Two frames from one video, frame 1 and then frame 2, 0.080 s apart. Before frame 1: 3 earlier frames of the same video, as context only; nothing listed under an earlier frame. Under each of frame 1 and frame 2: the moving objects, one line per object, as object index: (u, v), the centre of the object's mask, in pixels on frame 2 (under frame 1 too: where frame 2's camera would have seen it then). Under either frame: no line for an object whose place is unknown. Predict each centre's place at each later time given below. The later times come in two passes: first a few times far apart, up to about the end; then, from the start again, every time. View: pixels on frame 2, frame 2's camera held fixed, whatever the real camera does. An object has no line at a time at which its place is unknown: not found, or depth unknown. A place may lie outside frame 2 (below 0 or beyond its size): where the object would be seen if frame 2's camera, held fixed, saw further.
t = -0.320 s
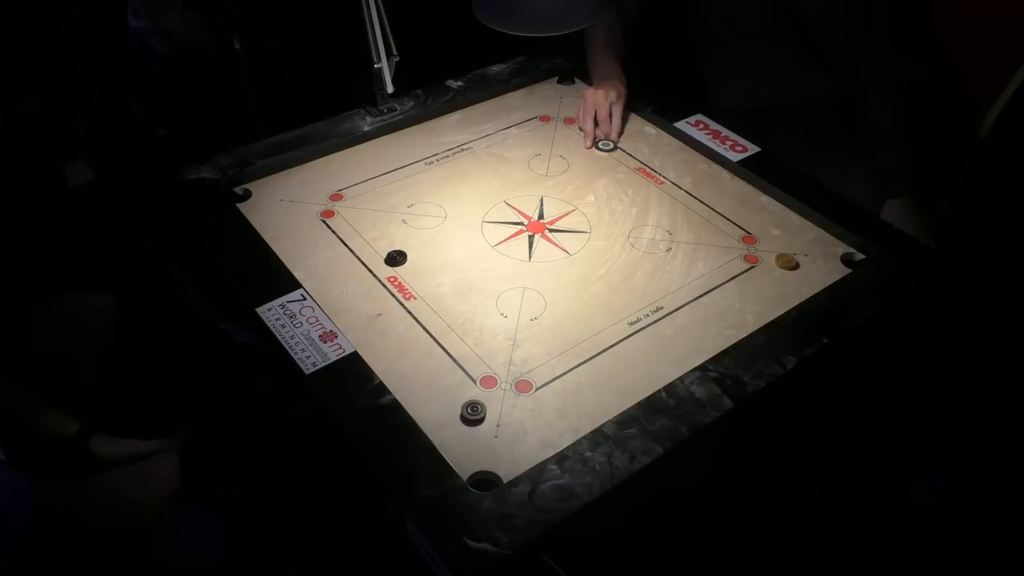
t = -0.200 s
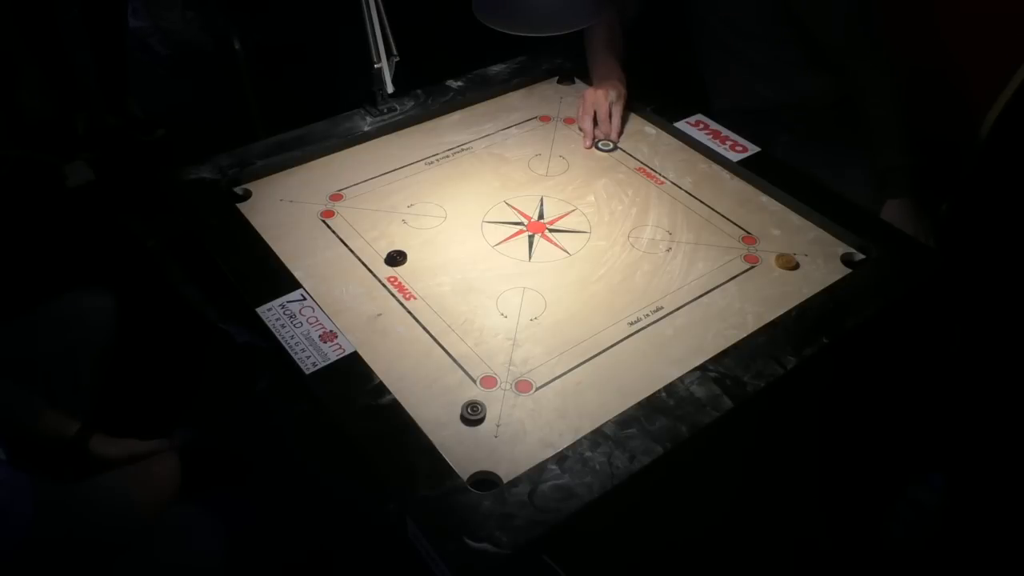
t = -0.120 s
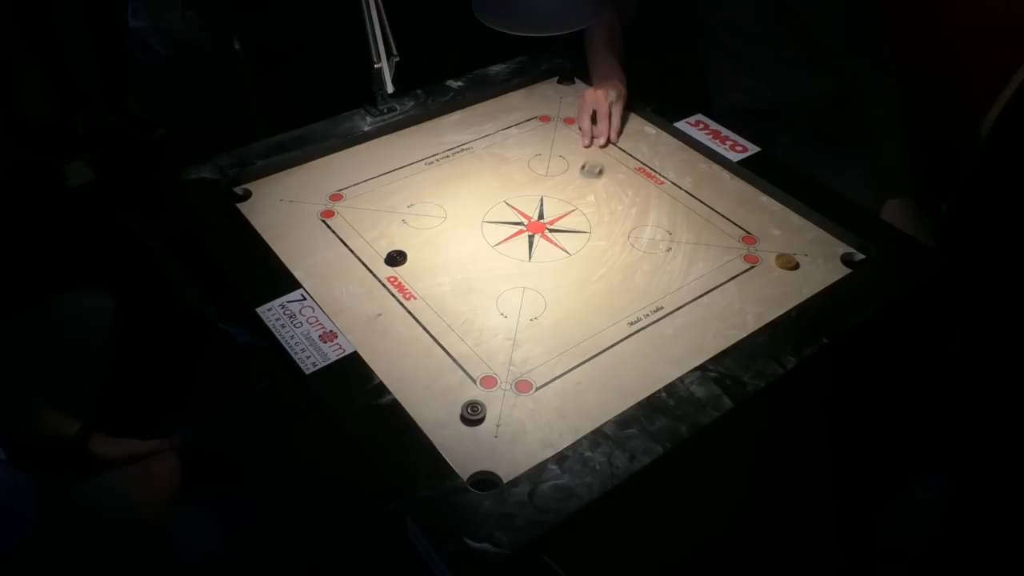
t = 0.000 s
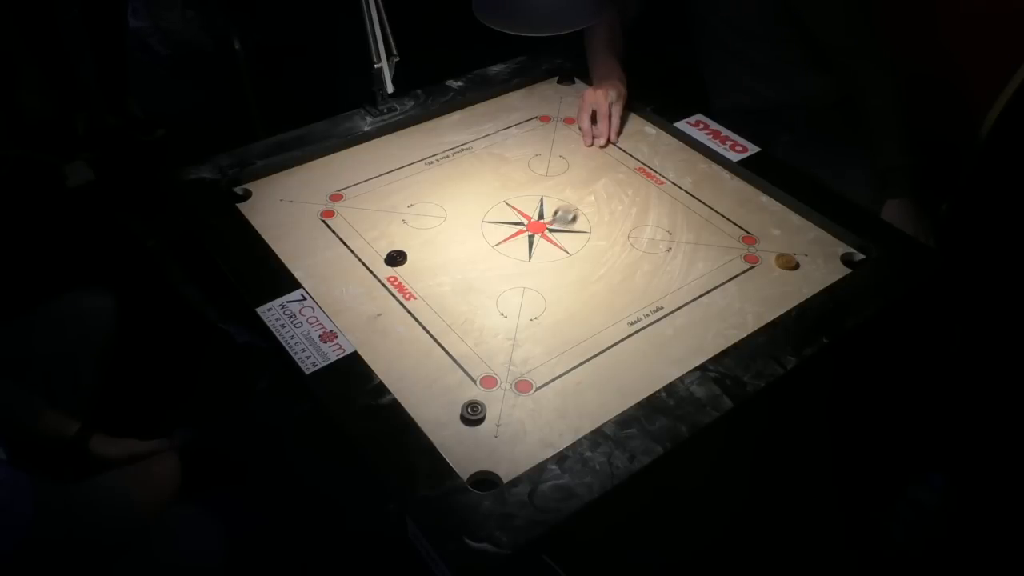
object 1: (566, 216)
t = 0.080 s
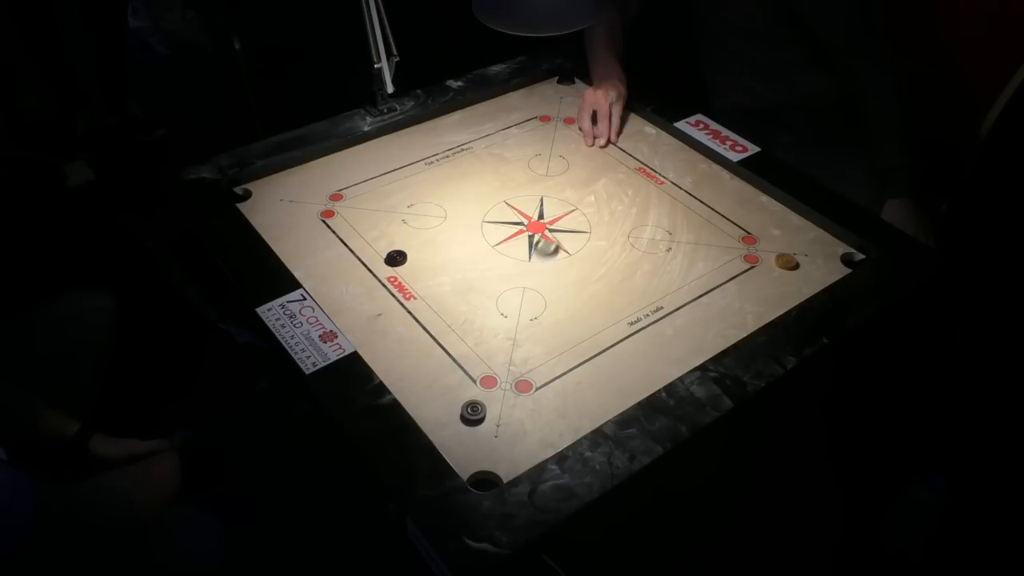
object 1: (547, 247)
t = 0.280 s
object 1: (501, 323)
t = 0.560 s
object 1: (443, 409)
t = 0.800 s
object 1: (439, 419)
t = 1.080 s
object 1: (439, 419)
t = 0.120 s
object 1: (538, 262)
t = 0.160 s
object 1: (528, 278)
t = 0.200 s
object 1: (519, 293)
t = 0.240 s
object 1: (510, 308)
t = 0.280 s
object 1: (501, 323)
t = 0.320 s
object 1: (493, 338)
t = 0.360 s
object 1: (484, 353)
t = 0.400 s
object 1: (476, 367)
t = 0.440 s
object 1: (467, 380)
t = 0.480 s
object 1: (459, 392)
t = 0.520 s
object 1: (451, 401)
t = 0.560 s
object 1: (443, 409)
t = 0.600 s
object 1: (436, 416)
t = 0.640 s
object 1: (432, 420)
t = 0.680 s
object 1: (433, 421)
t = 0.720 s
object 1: (436, 420)
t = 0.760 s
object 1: (438, 420)
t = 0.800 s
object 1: (439, 419)
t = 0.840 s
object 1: (439, 419)
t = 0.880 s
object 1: (439, 419)
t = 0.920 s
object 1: (439, 419)
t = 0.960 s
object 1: (439, 419)
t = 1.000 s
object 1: (439, 419)
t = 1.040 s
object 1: (439, 419)
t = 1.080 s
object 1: (439, 419)
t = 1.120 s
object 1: (439, 419)
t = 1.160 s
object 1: (439, 419)
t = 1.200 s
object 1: (439, 419)
